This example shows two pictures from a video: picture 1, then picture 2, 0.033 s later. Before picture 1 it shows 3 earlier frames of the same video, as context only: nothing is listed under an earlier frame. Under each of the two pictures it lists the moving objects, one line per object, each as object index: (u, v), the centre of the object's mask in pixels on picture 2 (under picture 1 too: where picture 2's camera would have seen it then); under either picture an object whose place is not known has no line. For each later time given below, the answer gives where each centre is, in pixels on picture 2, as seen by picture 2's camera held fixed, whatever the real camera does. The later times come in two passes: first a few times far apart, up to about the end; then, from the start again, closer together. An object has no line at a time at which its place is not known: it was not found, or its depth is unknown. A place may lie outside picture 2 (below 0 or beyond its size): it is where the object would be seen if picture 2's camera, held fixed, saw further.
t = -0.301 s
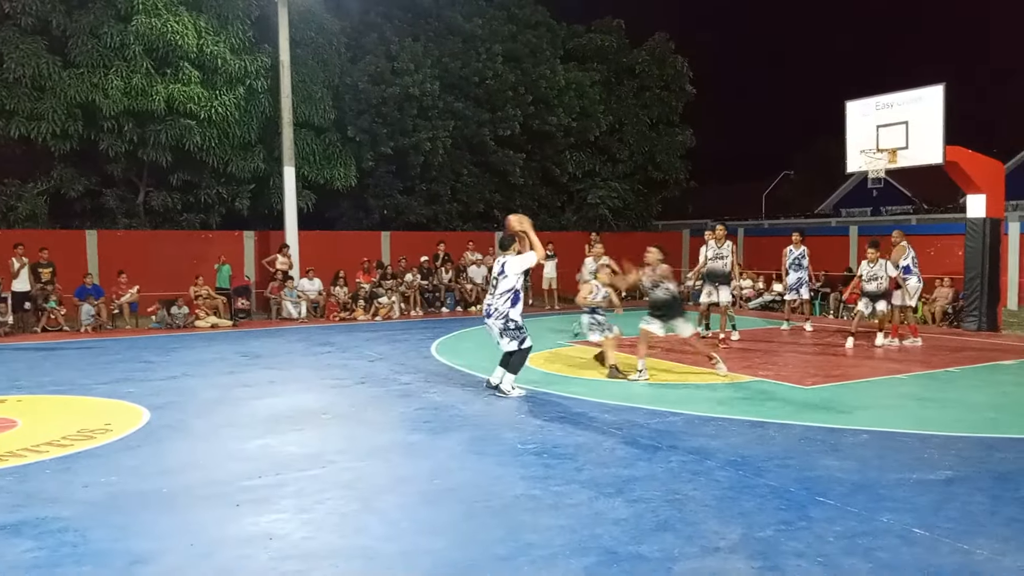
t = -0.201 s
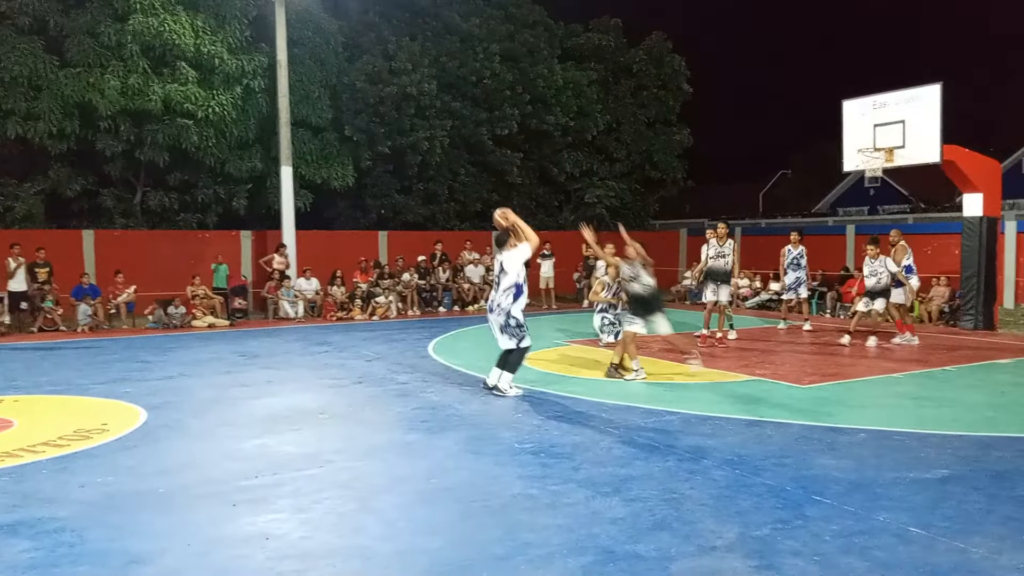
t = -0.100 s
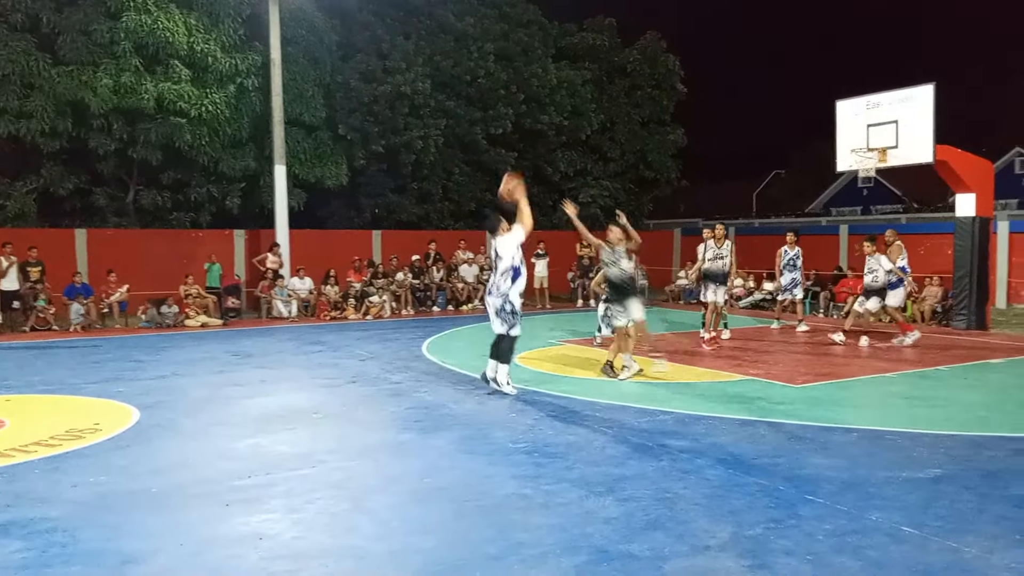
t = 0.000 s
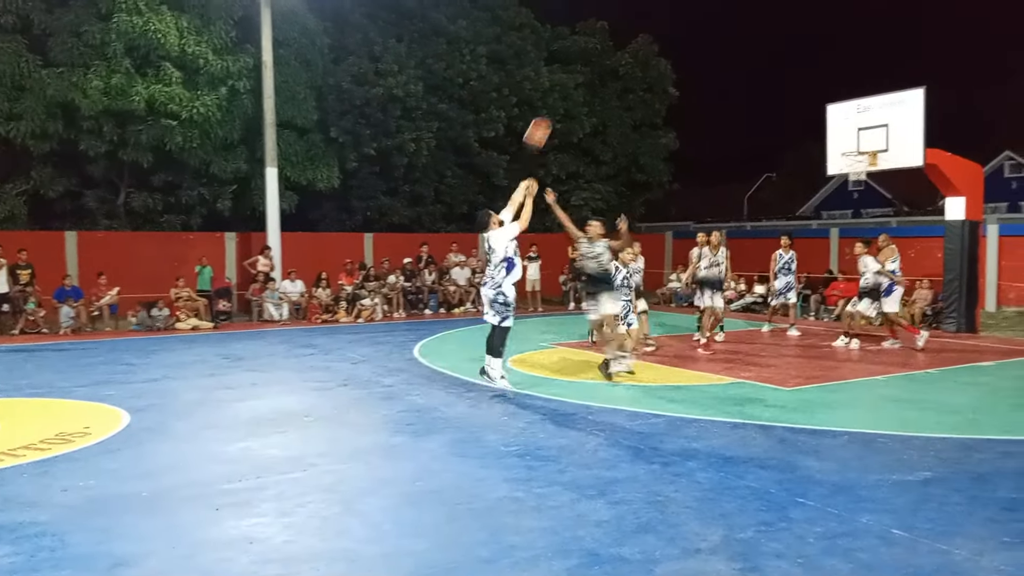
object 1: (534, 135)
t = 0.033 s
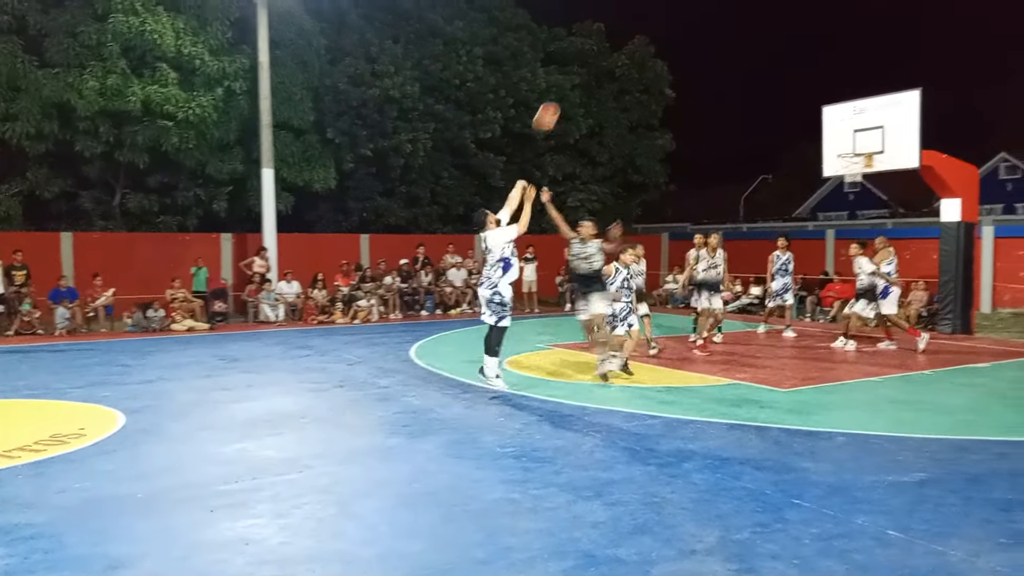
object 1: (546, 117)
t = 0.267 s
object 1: (625, 31)
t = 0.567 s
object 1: (711, -4)
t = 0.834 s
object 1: (772, 24)
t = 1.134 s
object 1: (828, 100)
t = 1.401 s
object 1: (861, 112)
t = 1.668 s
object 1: (880, 56)
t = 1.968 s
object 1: (904, 45)
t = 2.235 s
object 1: (927, 95)
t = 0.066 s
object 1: (558, 102)
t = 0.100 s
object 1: (570, 87)
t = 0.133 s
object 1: (582, 73)
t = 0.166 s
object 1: (593, 61)
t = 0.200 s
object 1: (605, 50)
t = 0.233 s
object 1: (615, 40)
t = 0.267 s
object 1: (625, 31)
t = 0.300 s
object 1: (636, 24)
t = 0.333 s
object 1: (646, 17)
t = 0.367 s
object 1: (656, 11)
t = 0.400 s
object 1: (665, 6)
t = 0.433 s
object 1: (675, 3)
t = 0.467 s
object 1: (684, 0)
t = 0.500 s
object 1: (693, -2)
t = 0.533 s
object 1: (702, -4)
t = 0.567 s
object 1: (711, -4)
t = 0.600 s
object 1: (719, -3)
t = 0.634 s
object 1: (727, -1)
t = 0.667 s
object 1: (735, 1)
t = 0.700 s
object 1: (743, 5)
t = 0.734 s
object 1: (750, 8)
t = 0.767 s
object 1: (757, 13)
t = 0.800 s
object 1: (764, 18)
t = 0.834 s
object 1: (772, 24)
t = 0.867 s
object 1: (779, 31)
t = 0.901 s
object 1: (786, 38)
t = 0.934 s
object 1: (792, 45)
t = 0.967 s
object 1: (799, 54)
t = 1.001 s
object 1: (805, 63)
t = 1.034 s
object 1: (811, 72)
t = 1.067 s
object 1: (818, 82)
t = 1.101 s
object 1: (824, 92)
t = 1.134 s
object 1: (828, 100)
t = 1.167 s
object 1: (836, 115)
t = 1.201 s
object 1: (841, 127)
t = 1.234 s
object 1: (846, 138)
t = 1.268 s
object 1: (852, 150)
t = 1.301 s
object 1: (853, 146)
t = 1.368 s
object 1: (859, 121)
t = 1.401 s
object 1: (861, 112)
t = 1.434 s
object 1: (863, 101)
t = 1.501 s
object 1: (868, 86)
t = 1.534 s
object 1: (870, 79)
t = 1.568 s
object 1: (873, 72)
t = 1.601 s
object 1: (875, 66)
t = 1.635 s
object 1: (877, 61)
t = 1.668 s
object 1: (880, 56)
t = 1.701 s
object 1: (883, 51)
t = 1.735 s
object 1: (886, 48)
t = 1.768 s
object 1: (888, 45)
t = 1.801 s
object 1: (891, 43)
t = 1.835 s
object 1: (893, 42)
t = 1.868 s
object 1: (896, 41)
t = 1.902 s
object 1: (899, 41)
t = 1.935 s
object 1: (901, 43)
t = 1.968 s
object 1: (904, 45)
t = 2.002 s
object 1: (907, 48)
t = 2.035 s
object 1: (909, 52)
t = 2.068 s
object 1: (912, 56)
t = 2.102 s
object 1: (915, 62)
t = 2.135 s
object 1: (918, 69)
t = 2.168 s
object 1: (921, 77)
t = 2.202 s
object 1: (924, 84)
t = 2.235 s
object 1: (927, 95)
